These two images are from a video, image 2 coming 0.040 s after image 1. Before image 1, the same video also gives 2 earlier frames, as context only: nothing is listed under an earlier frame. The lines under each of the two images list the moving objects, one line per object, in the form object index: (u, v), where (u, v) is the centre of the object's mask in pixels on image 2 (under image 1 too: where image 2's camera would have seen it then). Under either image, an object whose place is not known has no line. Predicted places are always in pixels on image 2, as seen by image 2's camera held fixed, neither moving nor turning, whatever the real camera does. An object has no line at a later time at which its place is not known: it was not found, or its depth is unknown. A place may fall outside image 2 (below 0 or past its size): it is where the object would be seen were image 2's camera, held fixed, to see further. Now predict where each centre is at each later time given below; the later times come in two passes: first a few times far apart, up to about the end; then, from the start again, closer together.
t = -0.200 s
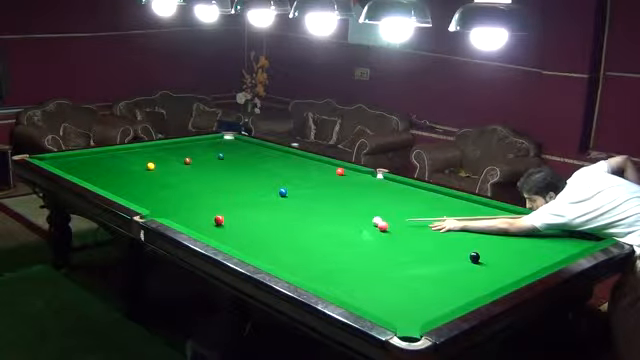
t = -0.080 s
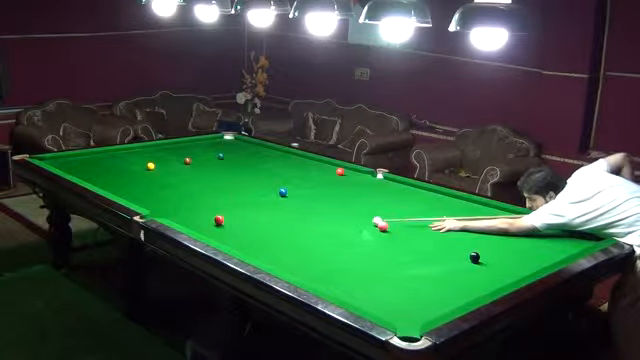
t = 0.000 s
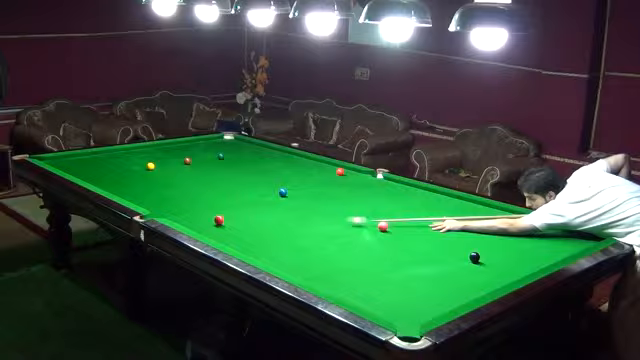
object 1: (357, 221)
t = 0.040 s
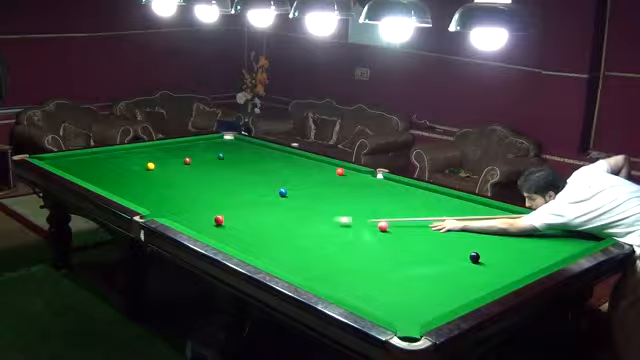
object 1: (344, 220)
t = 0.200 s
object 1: (298, 221)
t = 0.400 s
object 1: (240, 220)
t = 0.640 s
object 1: (218, 222)
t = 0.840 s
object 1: (204, 224)
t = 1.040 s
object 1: (190, 224)
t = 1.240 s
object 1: (187, 224)
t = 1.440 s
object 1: (191, 222)
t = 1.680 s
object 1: (197, 220)
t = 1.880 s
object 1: (201, 219)
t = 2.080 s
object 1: (205, 217)
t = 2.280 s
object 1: (208, 216)
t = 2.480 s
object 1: (211, 215)
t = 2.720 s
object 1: (214, 214)
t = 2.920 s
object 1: (216, 213)
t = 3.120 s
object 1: (218, 213)
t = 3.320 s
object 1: (219, 213)
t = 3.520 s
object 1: (219, 213)
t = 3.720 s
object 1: (219, 213)
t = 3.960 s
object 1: (219, 213)
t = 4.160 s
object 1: (219, 213)
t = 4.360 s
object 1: (219, 213)
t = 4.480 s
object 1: (218, 211)
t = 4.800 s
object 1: (220, 213)
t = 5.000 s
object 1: (219, 213)
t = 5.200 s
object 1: (219, 213)
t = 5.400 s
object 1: (219, 213)
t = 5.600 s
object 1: (219, 213)
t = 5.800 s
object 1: (219, 213)
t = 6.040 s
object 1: (219, 213)
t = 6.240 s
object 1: (219, 213)
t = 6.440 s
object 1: (219, 213)
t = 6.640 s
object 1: (219, 213)
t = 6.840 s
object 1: (219, 213)
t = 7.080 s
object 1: (219, 213)
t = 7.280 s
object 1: (219, 213)
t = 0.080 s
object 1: (333, 221)
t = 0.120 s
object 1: (321, 220)
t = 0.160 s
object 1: (309, 221)
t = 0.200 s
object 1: (298, 221)
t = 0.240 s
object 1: (287, 220)
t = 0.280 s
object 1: (275, 220)
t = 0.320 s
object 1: (264, 220)
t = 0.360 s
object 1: (251, 220)
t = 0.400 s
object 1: (240, 220)
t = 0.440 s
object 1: (230, 221)
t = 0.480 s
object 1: (227, 221)
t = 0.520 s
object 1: (226, 221)
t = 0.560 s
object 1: (223, 221)
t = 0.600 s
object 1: (220, 222)
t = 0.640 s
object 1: (218, 222)
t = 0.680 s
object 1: (215, 223)
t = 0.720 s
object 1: (212, 223)
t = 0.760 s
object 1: (209, 223)
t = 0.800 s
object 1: (206, 224)
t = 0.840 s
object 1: (204, 224)
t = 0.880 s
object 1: (200, 224)
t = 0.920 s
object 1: (198, 224)
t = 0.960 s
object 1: (196, 225)
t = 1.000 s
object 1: (192, 224)
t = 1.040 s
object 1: (190, 224)
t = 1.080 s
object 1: (187, 224)
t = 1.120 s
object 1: (186, 224)
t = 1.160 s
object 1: (186, 224)
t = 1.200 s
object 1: (186, 223)
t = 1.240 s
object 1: (187, 224)
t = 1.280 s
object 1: (188, 223)
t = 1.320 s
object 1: (188, 223)
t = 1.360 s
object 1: (189, 223)
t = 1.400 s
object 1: (190, 222)
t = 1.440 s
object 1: (191, 222)
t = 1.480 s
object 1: (193, 222)
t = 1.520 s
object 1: (194, 221)
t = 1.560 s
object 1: (195, 221)
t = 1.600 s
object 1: (195, 221)
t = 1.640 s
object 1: (197, 220)
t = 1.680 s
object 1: (197, 220)
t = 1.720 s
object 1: (198, 220)
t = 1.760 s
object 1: (199, 220)
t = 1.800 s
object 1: (200, 219)
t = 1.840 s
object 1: (201, 219)
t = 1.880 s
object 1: (201, 219)
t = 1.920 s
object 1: (202, 218)
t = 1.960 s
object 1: (203, 218)
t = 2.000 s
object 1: (204, 218)
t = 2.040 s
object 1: (205, 217)
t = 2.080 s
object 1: (205, 217)
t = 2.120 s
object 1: (206, 217)
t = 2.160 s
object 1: (206, 217)
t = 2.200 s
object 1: (207, 216)
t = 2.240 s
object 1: (208, 216)
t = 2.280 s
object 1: (208, 216)
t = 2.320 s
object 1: (209, 216)
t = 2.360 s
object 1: (209, 215)
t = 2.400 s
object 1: (210, 215)
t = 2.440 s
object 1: (211, 215)
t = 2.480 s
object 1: (211, 215)
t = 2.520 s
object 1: (212, 214)
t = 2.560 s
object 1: (213, 214)
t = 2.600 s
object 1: (213, 214)
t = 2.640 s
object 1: (214, 214)
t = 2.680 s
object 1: (213, 214)
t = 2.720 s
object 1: (214, 214)
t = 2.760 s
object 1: (214, 214)
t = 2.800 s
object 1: (215, 214)
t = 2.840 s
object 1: (215, 214)
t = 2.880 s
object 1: (216, 214)
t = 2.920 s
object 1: (216, 213)
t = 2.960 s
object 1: (217, 214)
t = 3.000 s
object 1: (217, 213)
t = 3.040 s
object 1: (217, 213)
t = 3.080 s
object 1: (218, 213)
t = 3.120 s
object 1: (218, 213)
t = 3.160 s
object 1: (218, 213)
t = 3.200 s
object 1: (218, 213)
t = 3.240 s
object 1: (218, 213)
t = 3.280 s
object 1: (219, 213)
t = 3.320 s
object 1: (219, 213)
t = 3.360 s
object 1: (219, 213)
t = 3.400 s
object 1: (219, 213)
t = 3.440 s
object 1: (219, 213)
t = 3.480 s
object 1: (219, 213)
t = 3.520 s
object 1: (219, 213)
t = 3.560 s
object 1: (219, 213)
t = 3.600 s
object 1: (219, 213)
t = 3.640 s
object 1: (219, 213)
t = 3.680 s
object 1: (219, 213)
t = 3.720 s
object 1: (219, 213)
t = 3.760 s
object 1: (219, 213)
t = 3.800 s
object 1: (219, 213)
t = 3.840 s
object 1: (219, 213)
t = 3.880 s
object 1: (219, 213)
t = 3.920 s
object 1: (219, 213)
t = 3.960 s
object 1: (219, 213)
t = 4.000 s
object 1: (219, 213)
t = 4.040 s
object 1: (219, 213)
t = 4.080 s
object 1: (219, 213)
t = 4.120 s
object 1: (219, 213)
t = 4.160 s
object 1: (219, 213)
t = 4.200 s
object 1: (219, 213)
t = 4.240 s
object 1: (219, 213)
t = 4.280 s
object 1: (219, 213)
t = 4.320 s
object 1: (219, 213)
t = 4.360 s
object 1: (219, 213)
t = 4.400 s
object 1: (219, 213)
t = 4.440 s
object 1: (219, 213)
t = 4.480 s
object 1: (218, 211)
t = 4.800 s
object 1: (220, 213)
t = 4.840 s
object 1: (219, 213)
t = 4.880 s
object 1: (219, 213)
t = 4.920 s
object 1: (219, 213)
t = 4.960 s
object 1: (219, 213)
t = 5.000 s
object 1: (219, 213)
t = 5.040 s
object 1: (219, 213)
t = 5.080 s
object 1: (219, 213)
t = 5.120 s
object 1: (219, 213)
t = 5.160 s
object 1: (219, 213)
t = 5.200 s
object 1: (219, 213)
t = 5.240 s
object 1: (219, 213)
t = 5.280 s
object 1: (219, 213)
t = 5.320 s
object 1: (219, 213)
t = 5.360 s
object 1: (219, 213)
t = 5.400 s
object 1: (219, 213)
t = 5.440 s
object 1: (219, 213)
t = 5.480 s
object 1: (219, 213)
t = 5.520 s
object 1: (219, 213)
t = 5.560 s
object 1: (219, 213)
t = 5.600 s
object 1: (219, 213)
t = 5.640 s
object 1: (219, 213)
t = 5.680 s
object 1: (219, 213)
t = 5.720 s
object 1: (219, 213)
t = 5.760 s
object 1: (219, 213)
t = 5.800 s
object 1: (219, 213)
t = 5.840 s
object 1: (219, 213)
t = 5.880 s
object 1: (219, 213)
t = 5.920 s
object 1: (219, 213)
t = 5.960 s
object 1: (219, 213)
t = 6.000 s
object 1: (219, 213)
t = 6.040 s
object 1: (219, 213)
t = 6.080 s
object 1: (219, 213)
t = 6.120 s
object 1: (219, 213)
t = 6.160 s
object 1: (219, 213)
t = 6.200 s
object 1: (219, 213)
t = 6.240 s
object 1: (219, 213)
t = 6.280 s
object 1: (219, 213)
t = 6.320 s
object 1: (219, 213)
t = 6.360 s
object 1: (219, 213)
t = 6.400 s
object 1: (219, 213)
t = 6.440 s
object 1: (219, 213)
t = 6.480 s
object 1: (219, 213)
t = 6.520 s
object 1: (219, 213)
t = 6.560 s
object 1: (219, 213)
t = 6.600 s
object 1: (219, 213)
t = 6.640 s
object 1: (219, 213)
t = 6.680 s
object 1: (219, 213)
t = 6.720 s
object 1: (219, 213)
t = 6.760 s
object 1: (219, 213)
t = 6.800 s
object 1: (219, 213)
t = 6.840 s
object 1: (219, 213)
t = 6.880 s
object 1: (219, 213)
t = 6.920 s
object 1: (219, 213)
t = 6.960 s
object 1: (219, 213)
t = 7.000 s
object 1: (219, 213)
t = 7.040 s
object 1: (219, 213)
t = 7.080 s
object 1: (219, 213)
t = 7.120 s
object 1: (219, 213)
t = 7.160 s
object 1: (219, 213)
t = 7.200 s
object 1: (219, 213)
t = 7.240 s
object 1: (219, 213)
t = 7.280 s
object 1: (219, 213)
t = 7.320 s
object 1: (219, 213)
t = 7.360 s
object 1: (219, 213)
